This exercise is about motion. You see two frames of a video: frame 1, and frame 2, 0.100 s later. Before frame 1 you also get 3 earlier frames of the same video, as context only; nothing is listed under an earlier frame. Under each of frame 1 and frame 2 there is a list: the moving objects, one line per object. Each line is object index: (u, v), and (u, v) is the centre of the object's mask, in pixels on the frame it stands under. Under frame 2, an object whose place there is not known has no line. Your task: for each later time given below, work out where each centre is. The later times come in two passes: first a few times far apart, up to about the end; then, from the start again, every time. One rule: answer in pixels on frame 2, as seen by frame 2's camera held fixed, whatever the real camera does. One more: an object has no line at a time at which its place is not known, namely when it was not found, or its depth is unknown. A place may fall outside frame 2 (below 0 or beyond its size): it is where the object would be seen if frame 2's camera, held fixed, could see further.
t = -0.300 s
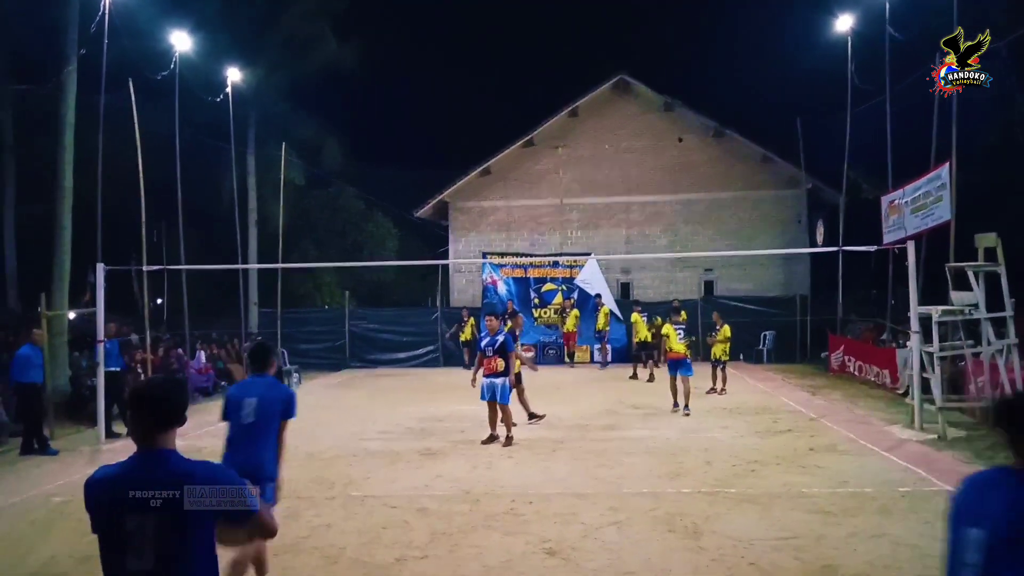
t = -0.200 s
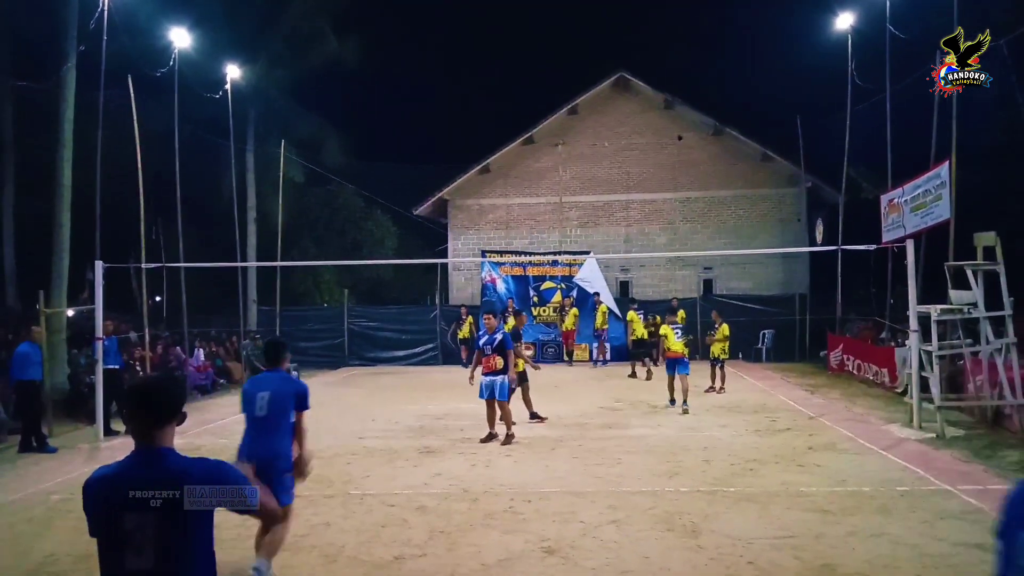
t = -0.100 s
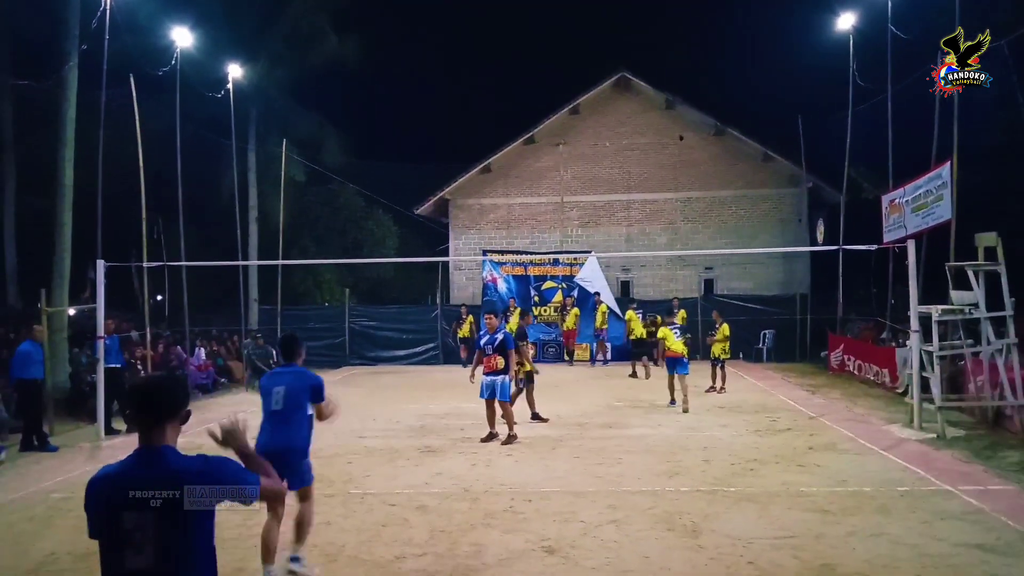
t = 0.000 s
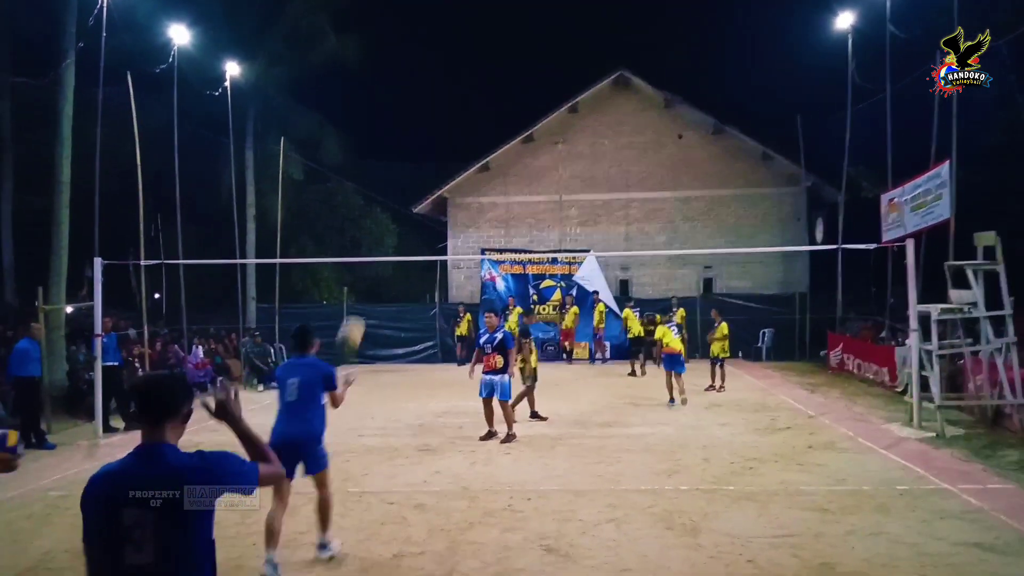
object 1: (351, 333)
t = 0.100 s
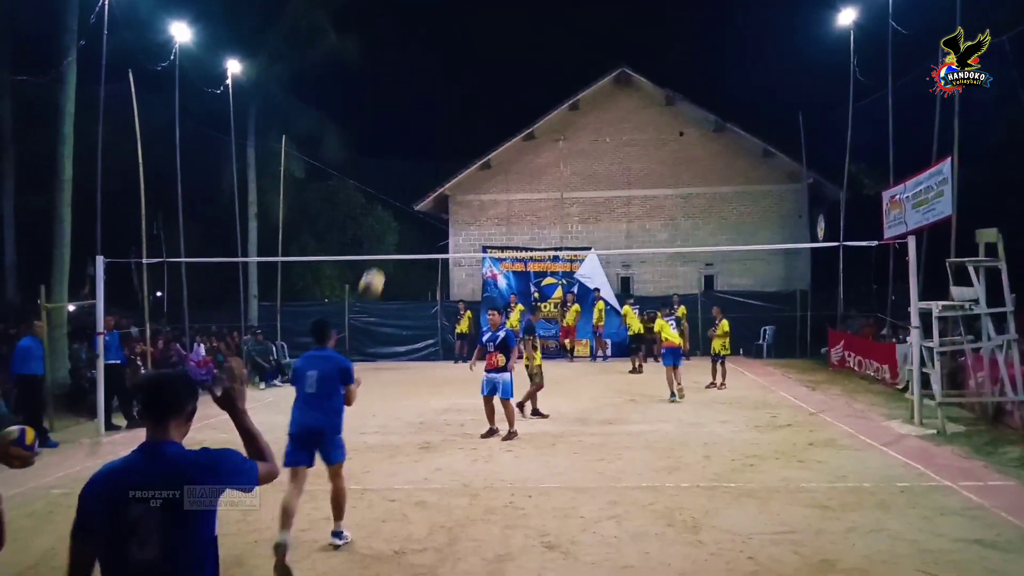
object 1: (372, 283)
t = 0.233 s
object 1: (394, 243)
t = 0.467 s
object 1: (426, 225)
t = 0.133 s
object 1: (378, 272)
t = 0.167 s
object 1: (384, 261)
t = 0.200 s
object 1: (389, 252)
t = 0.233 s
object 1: (394, 243)
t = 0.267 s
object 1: (399, 238)
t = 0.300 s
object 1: (404, 232)
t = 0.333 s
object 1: (409, 229)
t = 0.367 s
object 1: (413, 226)
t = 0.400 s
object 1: (418, 225)
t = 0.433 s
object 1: (422, 224)
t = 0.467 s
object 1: (426, 225)
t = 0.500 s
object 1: (430, 226)
